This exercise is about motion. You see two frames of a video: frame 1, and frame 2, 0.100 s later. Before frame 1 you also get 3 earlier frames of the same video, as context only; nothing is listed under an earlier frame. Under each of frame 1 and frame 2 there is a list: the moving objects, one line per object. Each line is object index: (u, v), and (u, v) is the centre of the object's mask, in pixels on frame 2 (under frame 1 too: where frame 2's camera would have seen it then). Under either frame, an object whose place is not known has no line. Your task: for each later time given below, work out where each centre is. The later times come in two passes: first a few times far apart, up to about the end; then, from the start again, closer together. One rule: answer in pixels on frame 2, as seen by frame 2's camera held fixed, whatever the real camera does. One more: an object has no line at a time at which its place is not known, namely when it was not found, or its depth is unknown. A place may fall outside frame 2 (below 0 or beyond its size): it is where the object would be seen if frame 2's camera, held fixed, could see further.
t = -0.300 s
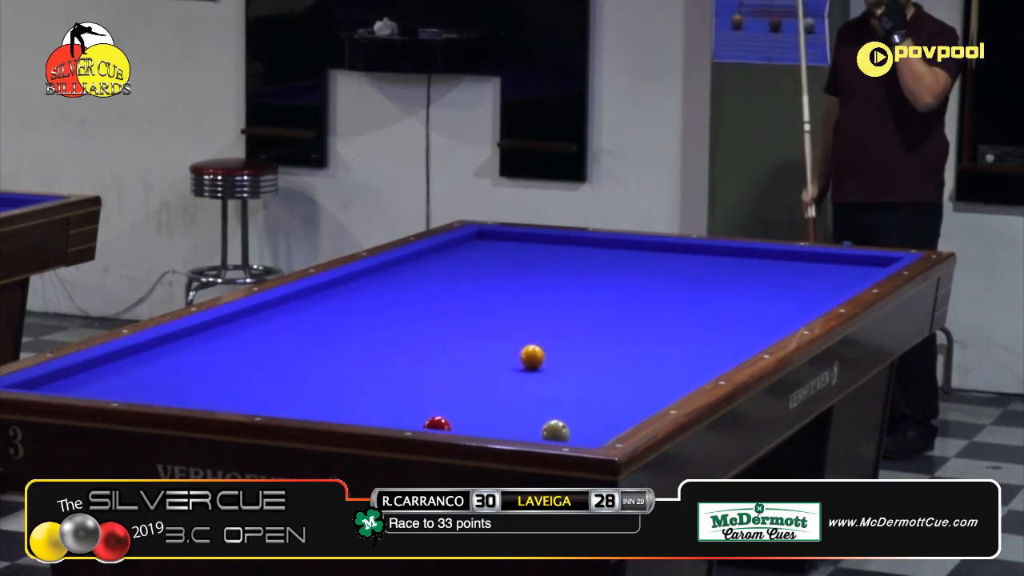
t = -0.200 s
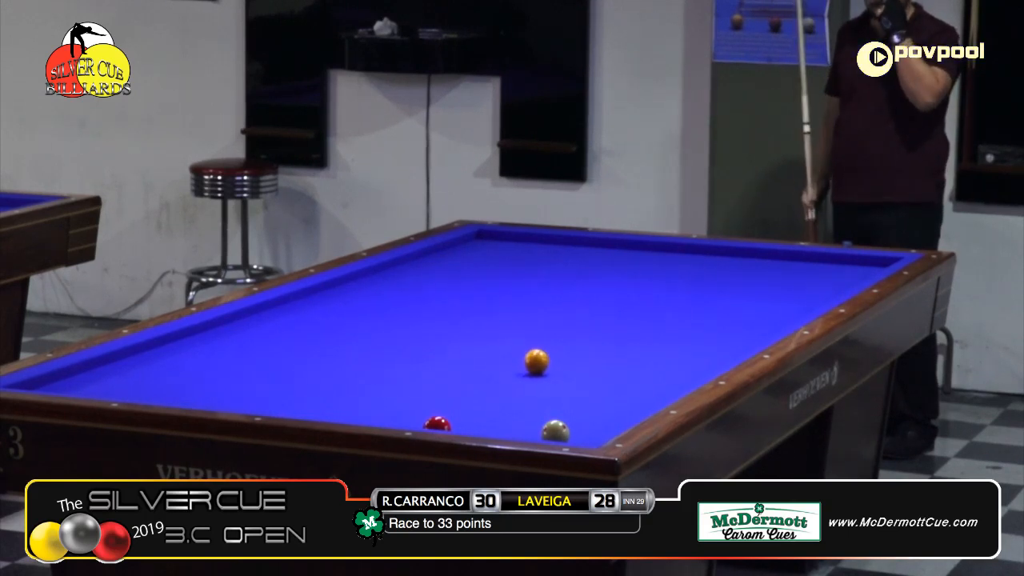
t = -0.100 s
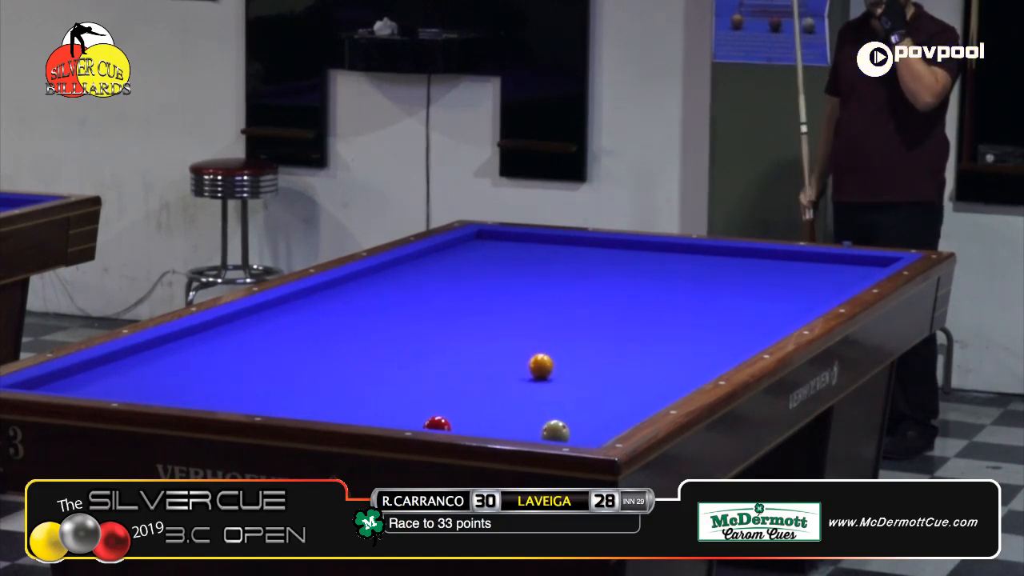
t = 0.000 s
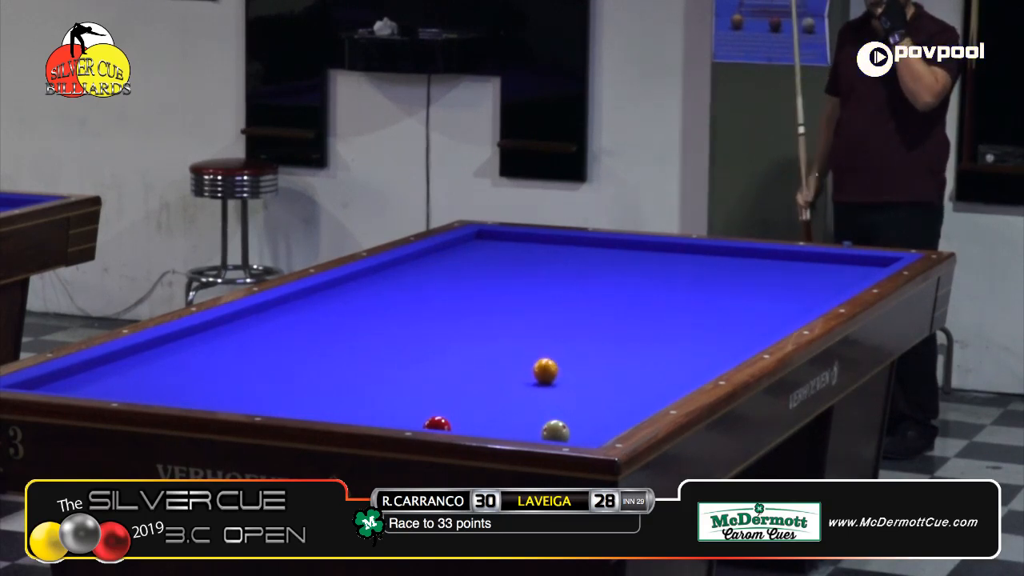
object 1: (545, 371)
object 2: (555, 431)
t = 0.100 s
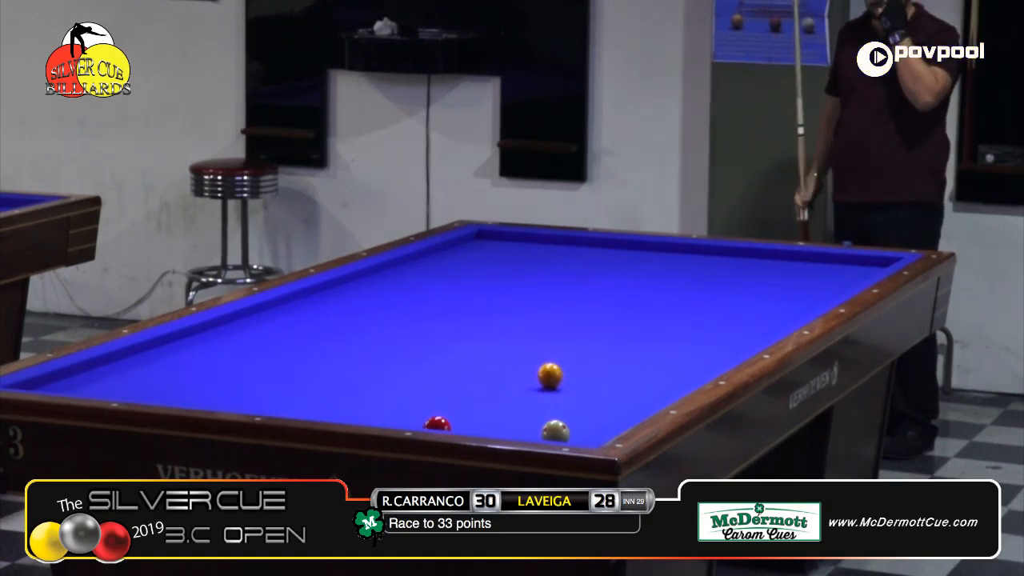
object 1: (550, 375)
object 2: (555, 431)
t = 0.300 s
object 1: (559, 385)
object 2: (555, 431)
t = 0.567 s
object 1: (572, 398)
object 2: (555, 431)
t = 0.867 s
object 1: (586, 413)
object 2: (555, 431)
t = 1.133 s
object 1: (598, 424)
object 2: (555, 431)
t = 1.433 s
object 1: (581, 431)
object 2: (546, 431)
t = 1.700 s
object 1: (580, 433)
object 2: (525, 431)
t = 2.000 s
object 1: (575, 436)
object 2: (509, 430)
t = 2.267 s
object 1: (569, 437)
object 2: (504, 429)
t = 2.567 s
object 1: (568, 436)
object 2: (499, 428)
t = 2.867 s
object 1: (568, 435)
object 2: (495, 426)
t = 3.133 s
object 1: (568, 435)
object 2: (491, 425)
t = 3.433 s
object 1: (569, 435)
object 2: (488, 425)
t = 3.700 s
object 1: (569, 435)
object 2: (487, 424)
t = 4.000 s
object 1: (569, 435)
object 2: (485, 424)
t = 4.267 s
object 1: (569, 435)
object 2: (485, 424)
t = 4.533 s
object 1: (569, 435)
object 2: (484, 424)
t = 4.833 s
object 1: (569, 435)
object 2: (484, 424)
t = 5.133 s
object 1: (569, 435)
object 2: (484, 424)
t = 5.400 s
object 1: (569, 435)
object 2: (484, 424)
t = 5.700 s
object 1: (569, 435)
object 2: (484, 424)
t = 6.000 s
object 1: (569, 435)
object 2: (484, 424)
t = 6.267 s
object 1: (569, 435)
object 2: (484, 424)
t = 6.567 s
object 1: (569, 435)
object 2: (484, 424)
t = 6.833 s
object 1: (569, 435)
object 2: (484, 424)
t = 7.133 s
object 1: (569, 435)
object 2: (484, 424)
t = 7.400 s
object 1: (569, 435)
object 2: (484, 424)
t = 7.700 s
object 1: (569, 435)
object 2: (484, 424)
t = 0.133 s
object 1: (551, 377)
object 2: (555, 431)
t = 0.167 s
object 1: (553, 379)
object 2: (555, 431)
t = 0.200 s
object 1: (554, 380)
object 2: (555, 431)
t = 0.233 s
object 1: (556, 382)
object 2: (555, 431)
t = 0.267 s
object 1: (558, 384)
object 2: (555, 431)
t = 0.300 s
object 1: (559, 385)
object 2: (555, 431)
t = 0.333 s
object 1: (561, 387)
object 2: (555, 431)
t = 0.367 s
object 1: (562, 388)
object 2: (555, 431)
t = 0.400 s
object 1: (564, 390)
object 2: (555, 431)
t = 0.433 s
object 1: (566, 391)
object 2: (555, 431)
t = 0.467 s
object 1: (567, 393)
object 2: (555, 431)
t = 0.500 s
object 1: (569, 395)
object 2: (555, 431)
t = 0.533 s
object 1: (570, 396)
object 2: (555, 431)
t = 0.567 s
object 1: (572, 398)
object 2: (555, 431)
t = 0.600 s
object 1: (574, 400)
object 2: (555, 431)
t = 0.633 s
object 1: (575, 401)
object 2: (555, 431)
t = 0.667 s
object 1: (576, 403)
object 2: (555, 431)
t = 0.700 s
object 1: (578, 405)
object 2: (555, 431)
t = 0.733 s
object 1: (580, 406)
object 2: (555, 431)
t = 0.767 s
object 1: (581, 408)
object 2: (555, 431)
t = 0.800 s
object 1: (583, 410)
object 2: (555, 431)
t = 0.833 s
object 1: (584, 411)
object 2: (555, 431)
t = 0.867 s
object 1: (586, 413)
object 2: (555, 431)
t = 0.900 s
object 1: (588, 415)
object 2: (555, 431)
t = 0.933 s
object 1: (589, 416)
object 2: (555, 431)
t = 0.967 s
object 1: (591, 418)
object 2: (555, 431)
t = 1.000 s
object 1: (593, 420)
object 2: (555, 431)
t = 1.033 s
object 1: (594, 421)
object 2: (555, 431)
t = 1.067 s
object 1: (596, 422)
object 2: (555, 431)
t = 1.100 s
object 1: (597, 422)
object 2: (555, 431)
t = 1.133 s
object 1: (598, 424)
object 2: (555, 431)
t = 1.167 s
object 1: (599, 424)
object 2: (555, 431)
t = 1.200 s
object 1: (596, 426)
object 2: (555, 431)
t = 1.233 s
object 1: (592, 427)
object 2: (555, 431)
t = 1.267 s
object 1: (589, 428)
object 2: (555, 431)
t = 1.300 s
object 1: (585, 429)
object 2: (555, 431)
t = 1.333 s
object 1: (582, 430)
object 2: (555, 431)
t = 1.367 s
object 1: (582, 431)
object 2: (552, 431)
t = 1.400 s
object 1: (582, 431)
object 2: (549, 431)
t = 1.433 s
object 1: (581, 431)
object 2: (546, 431)
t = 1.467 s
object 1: (581, 431)
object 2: (543, 431)
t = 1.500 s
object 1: (581, 432)
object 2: (541, 431)
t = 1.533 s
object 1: (581, 432)
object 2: (538, 431)
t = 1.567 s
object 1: (581, 432)
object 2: (535, 431)
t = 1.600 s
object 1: (580, 433)
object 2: (533, 431)
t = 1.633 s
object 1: (580, 433)
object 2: (530, 431)
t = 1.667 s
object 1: (580, 433)
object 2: (528, 431)
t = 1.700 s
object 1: (580, 433)
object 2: (525, 431)
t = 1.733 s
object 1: (580, 434)
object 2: (523, 431)
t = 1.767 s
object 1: (580, 434)
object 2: (520, 431)
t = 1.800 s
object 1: (579, 434)
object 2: (517, 431)
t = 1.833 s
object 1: (579, 434)
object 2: (515, 431)
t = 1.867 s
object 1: (579, 435)
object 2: (513, 431)
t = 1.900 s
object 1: (578, 435)
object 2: (511, 431)
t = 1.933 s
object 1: (577, 435)
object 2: (511, 431)
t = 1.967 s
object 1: (576, 435)
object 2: (510, 430)
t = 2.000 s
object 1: (575, 436)
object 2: (509, 430)
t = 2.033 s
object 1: (574, 436)
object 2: (508, 430)
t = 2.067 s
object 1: (574, 436)
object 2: (508, 430)
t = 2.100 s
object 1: (573, 436)
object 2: (507, 430)
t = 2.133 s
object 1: (572, 436)
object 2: (507, 430)
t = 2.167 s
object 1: (571, 436)
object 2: (506, 429)
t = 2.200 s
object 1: (570, 436)
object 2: (505, 429)
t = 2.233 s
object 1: (570, 436)
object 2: (505, 429)
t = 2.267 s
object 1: (569, 437)
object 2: (504, 429)
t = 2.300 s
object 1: (568, 437)
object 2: (504, 429)
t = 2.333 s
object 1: (568, 436)
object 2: (503, 429)
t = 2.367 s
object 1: (568, 436)
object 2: (503, 428)
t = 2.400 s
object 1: (568, 436)
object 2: (502, 428)
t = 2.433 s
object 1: (568, 436)
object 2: (501, 428)
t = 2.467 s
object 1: (568, 436)
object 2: (501, 428)
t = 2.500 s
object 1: (568, 436)
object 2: (500, 428)
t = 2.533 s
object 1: (568, 436)
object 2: (500, 427)
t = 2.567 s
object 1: (568, 436)
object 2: (499, 428)
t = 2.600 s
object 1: (568, 436)
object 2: (499, 427)
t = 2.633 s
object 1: (568, 436)
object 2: (498, 427)
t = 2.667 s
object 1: (568, 436)
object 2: (498, 427)
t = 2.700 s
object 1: (568, 436)
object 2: (497, 427)
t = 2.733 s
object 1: (568, 436)
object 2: (497, 427)
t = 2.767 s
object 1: (568, 436)
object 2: (496, 427)
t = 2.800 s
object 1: (568, 435)
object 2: (496, 427)
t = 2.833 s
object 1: (568, 435)
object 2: (495, 427)
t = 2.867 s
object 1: (568, 435)
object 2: (495, 426)
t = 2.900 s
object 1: (568, 435)
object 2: (494, 426)
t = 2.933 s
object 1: (568, 435)
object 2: (494, 426)
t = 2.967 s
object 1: (568, 435)
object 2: (494, 426)
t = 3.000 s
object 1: (568, 435)
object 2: (493, 426)
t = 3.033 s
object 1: (568, 435)
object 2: (492, 426)
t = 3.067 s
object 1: (568, 435)
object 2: (492, 426)
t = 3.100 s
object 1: (569, 435)
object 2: (491, 426)
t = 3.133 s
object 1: (568, 435)
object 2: (491, 425)
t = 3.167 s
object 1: (569, 435)
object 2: (491, 425)
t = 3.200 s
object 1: (569, 435)
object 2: (490, 425)
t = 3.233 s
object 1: (569, 435)
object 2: (490, 425)
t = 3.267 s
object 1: (569, 435)
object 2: (490, 425)
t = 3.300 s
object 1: (569, 435)
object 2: (489, 425)
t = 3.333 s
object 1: (569, 435)
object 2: (489, 425)
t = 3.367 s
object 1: (569, 435)
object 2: (489, 425)
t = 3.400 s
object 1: (569, 435)
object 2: (488, 425)
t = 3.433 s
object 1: (569, 435)
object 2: (488, 425)
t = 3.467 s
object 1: (569, 435)
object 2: (488, 425)
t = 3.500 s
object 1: (569, 435)
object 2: (488, 425)
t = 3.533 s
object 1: (569, 435)
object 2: (487, 425)
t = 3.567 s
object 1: (569, 435)
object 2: (487, 424)
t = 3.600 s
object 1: (569, 435)
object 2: (487, 425)
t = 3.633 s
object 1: (569, 435)
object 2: (487, 424)
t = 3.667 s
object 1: (569, 435)
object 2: (487, 424)
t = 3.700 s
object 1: (569, 435)
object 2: (487, 424)
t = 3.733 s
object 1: (569, 435)
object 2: (487, 424)
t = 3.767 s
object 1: (569, 435)
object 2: (486, 424)
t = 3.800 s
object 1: (569, 435)
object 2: (486, 424)
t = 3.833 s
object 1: (569, 435)
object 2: (486, 424)
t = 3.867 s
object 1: (569, 435)
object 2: (486, 424)
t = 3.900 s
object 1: (569, 435)
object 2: (486, 424)
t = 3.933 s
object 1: (569, 435)
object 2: (485, 424)
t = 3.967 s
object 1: (569, 435)
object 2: (485, 424)
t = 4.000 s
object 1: (569, 435)
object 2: (485, 424)
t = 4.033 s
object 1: (569, 435)
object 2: (485, 424)
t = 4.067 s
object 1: (569, 435)
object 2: (485, 424)
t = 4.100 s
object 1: (569, 435)
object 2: (485, 424)
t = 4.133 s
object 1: (569, 435)
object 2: (485, 424)
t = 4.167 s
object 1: (569, 435)
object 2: (485, 424)
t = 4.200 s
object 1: (569, 435)
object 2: (485, 424)
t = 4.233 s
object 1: (569, 435)
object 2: (485, 424)
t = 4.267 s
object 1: (569, 435)
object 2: (485, 424)
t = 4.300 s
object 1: (569, 435)
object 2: (484, 424)
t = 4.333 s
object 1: (569, 435)
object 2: (484, 424)
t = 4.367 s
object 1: (569, 435)
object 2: (484, 424)
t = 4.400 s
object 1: (569, 435)
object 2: (484, 424)
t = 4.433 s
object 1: (569, 435)
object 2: (484, 424)
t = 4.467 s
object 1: (569, 435)
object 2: (484, 424)
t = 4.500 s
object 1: (569, 435)
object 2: (484, 424)
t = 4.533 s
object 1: (569, 435)
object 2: (484, 424)
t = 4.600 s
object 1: (569, 435)
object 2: (484, 424)
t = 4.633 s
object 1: (569, 435)
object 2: (484, 424)
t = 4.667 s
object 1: (569, 435)
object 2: (484, 424)
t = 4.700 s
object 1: (569, 435)
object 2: (484, 424)
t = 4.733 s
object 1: (569, 435)
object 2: (484, 424)
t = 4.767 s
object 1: (569, 435)
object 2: (484, 424)
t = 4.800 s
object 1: (569, 435)
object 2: (484, 424)
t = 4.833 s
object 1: (569, 435)
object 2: (484, 424)
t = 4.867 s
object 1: (569, 435)
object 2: (484, 424)
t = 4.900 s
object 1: (569, 435)
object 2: (484, 424)
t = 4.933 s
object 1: (569, 435)
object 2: (484, 424)
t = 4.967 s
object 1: (569, 435)
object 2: (484, 424)
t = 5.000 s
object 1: (569, 435)
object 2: (484, 424)
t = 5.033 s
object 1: (569, 435)
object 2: (484, 424)
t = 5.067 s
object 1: (569, 435)
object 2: (484, 424)
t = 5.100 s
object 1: (569, 435)
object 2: (484, 424)
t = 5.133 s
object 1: (569, 435)
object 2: (484, 424)
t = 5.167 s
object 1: (569, 435)
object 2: (484, 424)
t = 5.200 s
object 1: (569, 435)
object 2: (484, 424)
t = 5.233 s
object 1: (569, 435)
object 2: (484, 424)
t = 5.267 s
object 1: (569, 435)
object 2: (484, 424)
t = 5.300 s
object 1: (569, 435)
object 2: (484, 424)
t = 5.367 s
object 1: (569, 435)
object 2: (484, 424)
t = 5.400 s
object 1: (569, 435)
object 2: (484, 424)
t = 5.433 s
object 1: (569, 435)
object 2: (484, 424)
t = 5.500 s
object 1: (569, 435)
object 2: (484, 424)
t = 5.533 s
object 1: (569, 435)
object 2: (484, 424)
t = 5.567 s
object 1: (569, 435)
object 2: (484, 424)
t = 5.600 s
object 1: (569, 435)
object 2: (484, 424)
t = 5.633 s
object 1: (569, 435)
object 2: (484, 424)
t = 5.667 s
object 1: (569, 435)
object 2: (484, 424)
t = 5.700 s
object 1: (569, 435)
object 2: (484, 424)
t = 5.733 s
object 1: (569, 435)
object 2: (484, 424)
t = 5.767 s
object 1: (569, 435)
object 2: (484, 424)
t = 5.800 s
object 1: (569, 435)
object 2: (484, 424)
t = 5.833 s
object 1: (569, 435)
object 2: (484, 424)
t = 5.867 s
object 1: (569, 435)
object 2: (484, 424)
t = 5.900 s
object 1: (569, 435)
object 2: (484, 424)
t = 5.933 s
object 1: (569, 435)
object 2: (484, 424)
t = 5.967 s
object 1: (569, 435)
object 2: (484, 424)
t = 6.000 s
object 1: (569, 435)
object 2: (484, 424)
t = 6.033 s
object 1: (569, 435)
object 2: (484, 424)
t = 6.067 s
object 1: (569, 435)
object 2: (484, 424)
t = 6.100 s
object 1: (569, 435)
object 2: (484, 424)
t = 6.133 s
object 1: (569, 435)
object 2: (484, 424)
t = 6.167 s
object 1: (569, 435)
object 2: (484, 424)
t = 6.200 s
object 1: (569, 435)
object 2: (484, 424)
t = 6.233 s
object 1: (569, 435)
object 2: (484, 424)
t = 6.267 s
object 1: (569, 435)
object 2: (484, 424)
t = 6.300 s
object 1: (569, 435)
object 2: (484, 424)
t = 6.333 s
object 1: (569, 435)
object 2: (484, 424)
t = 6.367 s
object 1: (569, 435)
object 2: (484, 424)
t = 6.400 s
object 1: (569, 435)
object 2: (484, 424)
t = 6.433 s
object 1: (569, 435)
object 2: (484, 424)
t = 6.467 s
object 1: (569, 435)
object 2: (484, 424)
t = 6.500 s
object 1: (569, 435)
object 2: (484, 424)
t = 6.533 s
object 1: (569, 435)
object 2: (484, 424)
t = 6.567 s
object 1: (569, 435)
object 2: (484, 424)
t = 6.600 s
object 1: (569, 435)
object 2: (484, 424)
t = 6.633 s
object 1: (569, 435)
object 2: (484, 424)
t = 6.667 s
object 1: (569, 435)
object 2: (484, 424)
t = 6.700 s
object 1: (569, 435)
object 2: (484, 424)
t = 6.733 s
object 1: (569, 435)
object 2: (484, 424)
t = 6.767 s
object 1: (569, 435)
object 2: (484, 424)
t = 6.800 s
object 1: (569, 435)
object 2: (484, 424)
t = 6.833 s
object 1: (569, 435)
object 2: (484, 424)
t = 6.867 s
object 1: (569, 435)
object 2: (484, 424)
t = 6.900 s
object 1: (569, 435)
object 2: (484, 424)
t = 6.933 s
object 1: (569, 435)
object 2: (484, 424)
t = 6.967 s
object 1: (569, 435)
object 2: (484, 424)
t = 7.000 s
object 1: (569, 435)
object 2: (484, 424)
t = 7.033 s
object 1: (569, 435)
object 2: (484, 424)
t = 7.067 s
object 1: (569, 435)
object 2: (484, 424)
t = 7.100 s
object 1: (569, 435)
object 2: (484, 424)
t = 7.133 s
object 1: (569, 435)
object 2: (484, 424)
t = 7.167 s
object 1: (569, 435)
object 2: (484, 424)
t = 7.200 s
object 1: (569, 435)
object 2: (484, 424)
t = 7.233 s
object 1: (569, 435)
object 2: (484, 424)
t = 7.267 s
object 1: (569, 435)
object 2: (484, 424)
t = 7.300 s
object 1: (569, 435)
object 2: (484, 424)
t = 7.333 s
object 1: (569, 435)
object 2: (484, 424)
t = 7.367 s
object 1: (569, 435)
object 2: (484, 424)
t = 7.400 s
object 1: (569, 435)
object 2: (484, 424)
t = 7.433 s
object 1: (569, 435)
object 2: (484, 424)
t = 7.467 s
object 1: (569, 435)
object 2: (484, 424)
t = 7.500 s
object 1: (569, 435)
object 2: (484, 424)
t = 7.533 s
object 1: (569, 435)
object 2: (484, 424)
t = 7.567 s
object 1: (569, 435)
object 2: (484, 424)
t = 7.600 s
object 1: (569, 435)
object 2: (484, 424)
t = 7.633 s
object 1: (569, 435)
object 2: (484, 424)
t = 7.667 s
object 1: (569, 435)
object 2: (484, 424)
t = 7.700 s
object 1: (569, 435)
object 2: (484, 424)
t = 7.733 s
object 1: (569, 435)
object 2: (484, 424)
